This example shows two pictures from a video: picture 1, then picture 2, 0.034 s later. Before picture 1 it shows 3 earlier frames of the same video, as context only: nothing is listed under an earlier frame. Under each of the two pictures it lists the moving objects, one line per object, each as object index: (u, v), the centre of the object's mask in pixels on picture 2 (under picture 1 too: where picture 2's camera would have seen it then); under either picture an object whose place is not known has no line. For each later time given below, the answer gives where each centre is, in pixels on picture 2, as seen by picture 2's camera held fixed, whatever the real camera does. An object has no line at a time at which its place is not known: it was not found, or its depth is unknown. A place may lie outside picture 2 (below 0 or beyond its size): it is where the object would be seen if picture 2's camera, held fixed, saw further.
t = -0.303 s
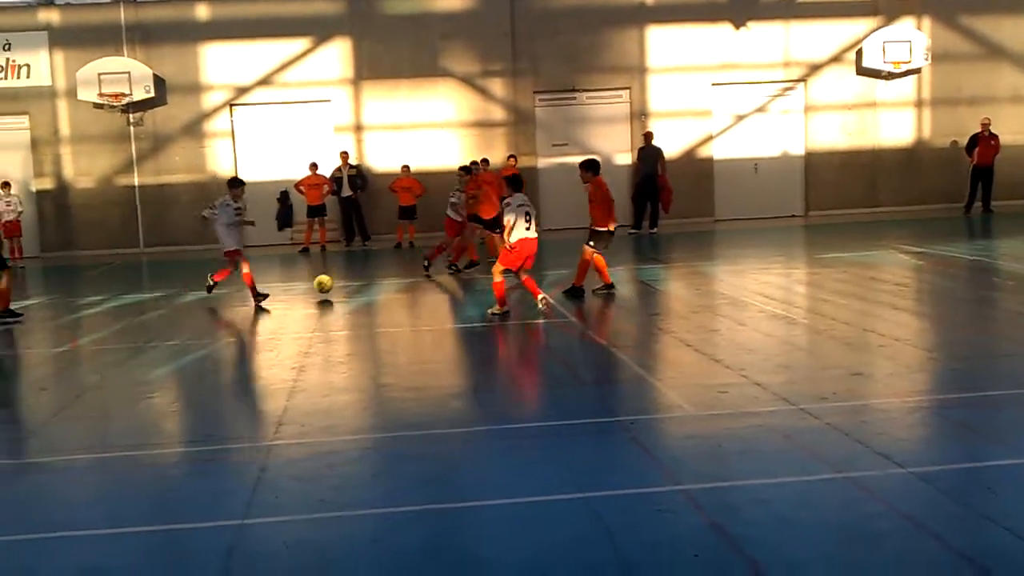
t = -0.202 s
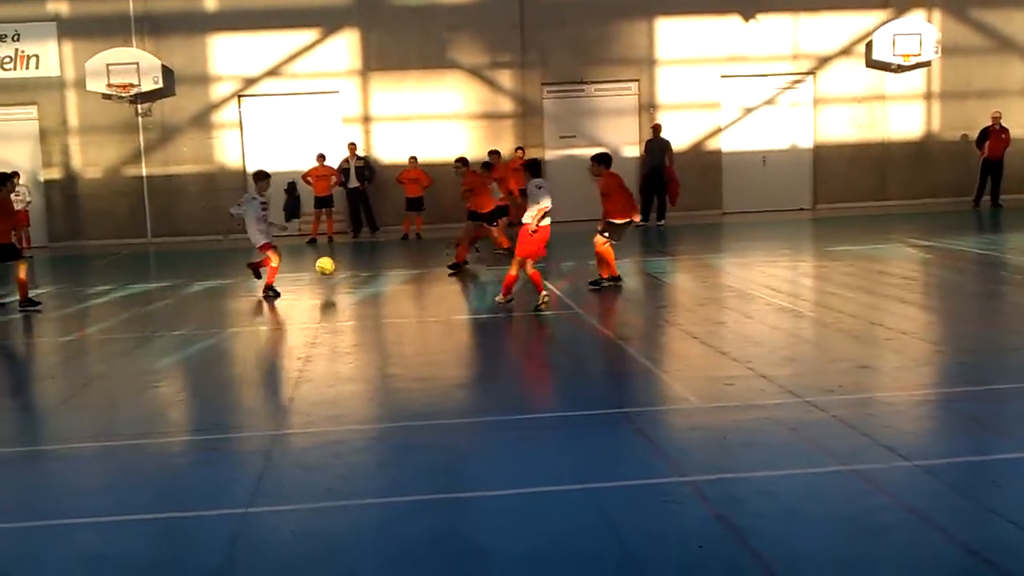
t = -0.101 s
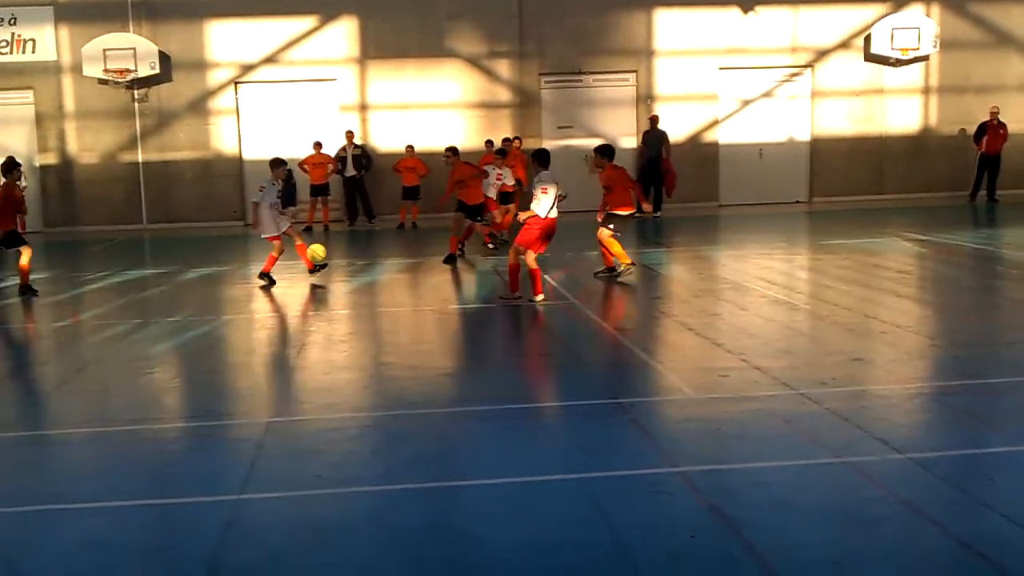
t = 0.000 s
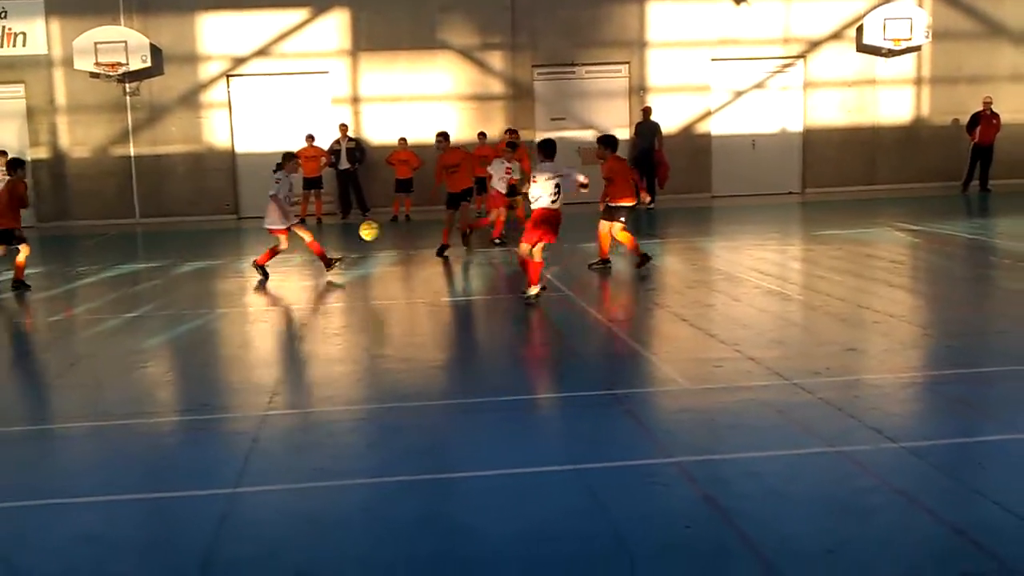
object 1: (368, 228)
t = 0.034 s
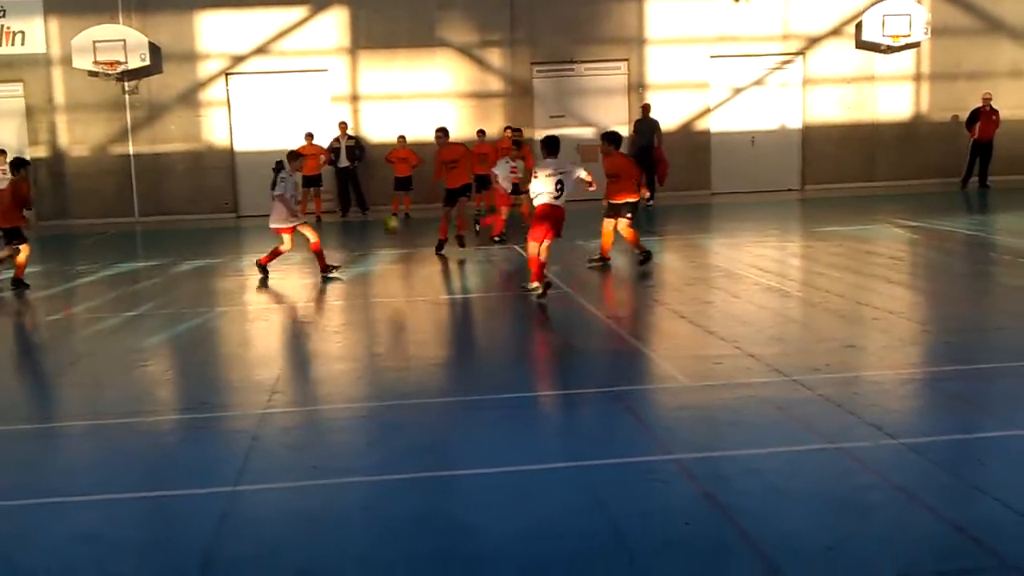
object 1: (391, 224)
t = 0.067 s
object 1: (410, 221)
